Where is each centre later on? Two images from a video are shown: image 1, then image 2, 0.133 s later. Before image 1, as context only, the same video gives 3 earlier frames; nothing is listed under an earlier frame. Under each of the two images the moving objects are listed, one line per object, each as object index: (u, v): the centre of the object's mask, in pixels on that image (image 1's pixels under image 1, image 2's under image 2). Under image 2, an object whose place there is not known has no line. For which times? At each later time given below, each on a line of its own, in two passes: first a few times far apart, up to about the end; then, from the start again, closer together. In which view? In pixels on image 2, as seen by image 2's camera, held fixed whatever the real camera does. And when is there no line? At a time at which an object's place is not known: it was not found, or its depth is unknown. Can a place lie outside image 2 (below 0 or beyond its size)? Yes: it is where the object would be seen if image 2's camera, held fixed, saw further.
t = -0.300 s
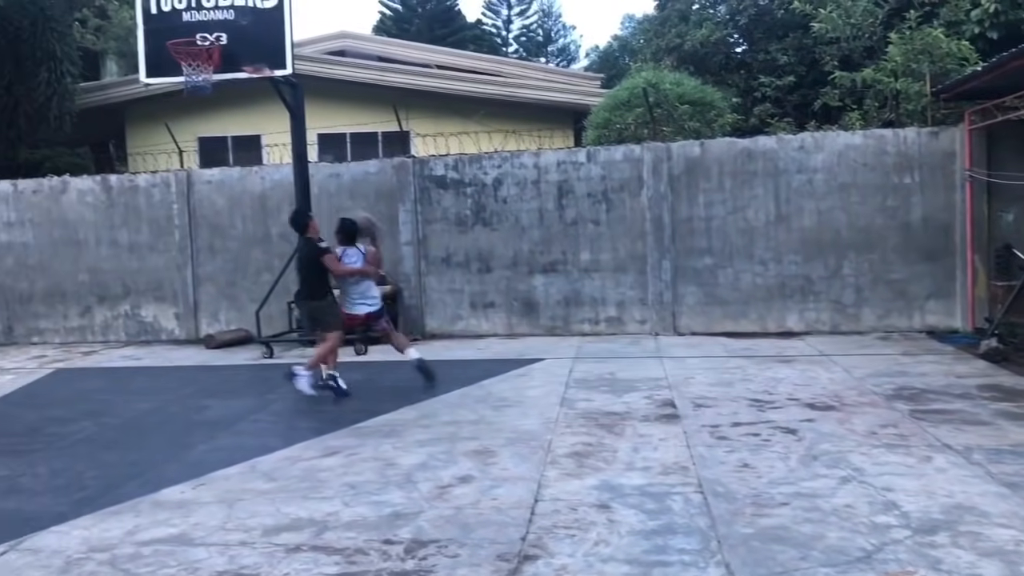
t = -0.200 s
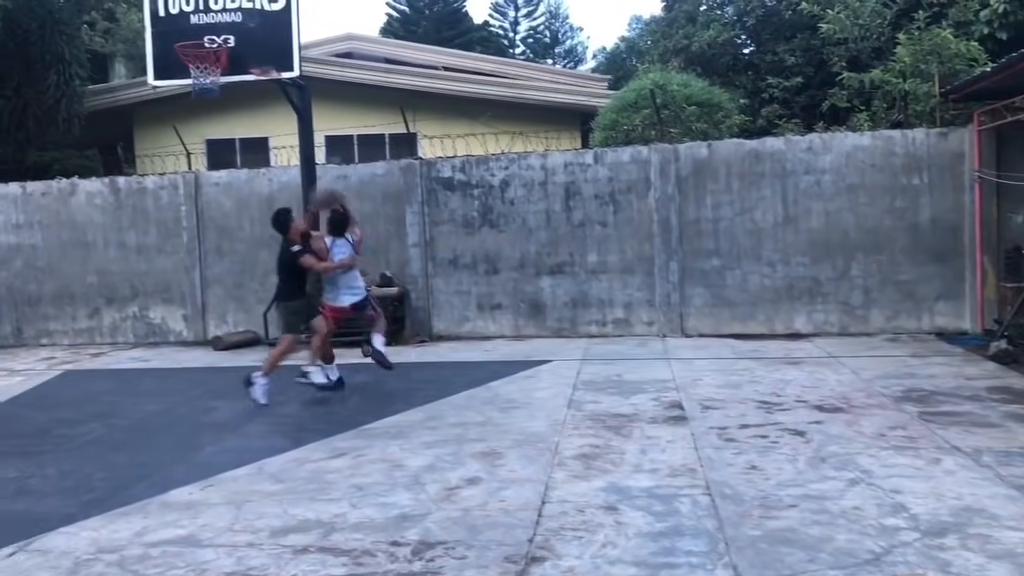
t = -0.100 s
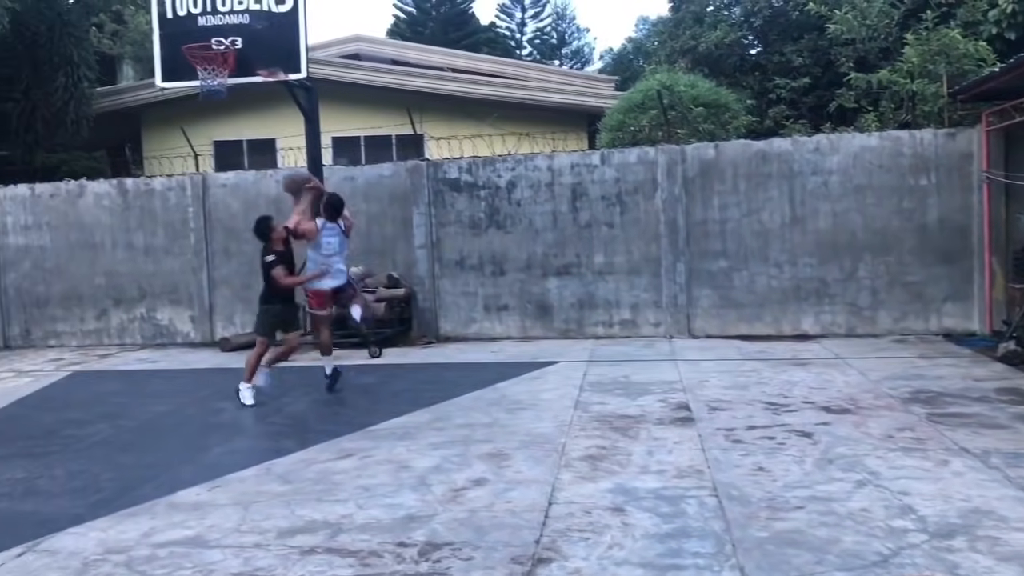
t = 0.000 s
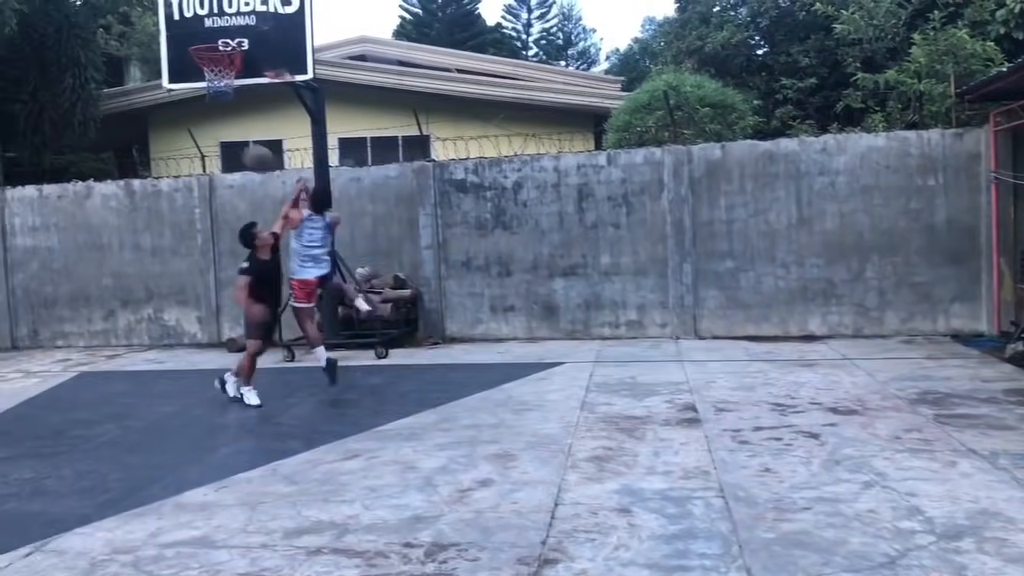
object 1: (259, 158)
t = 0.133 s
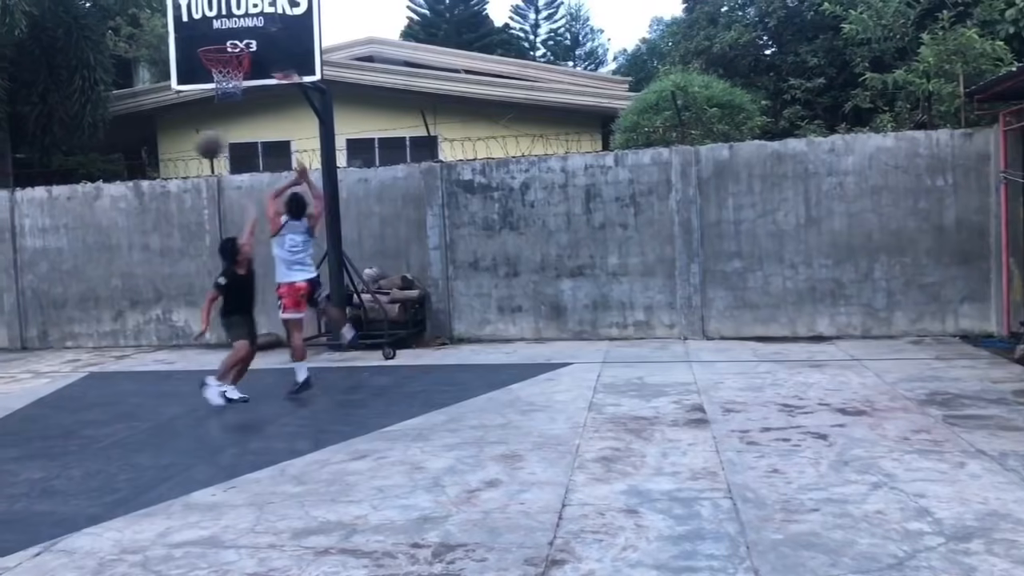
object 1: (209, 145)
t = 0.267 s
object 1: (148, 150)
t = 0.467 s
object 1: (62, 196)
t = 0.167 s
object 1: (193, 143)
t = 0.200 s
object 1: (179, 144)
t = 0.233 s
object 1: (163, 146)
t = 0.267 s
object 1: (148, 150)
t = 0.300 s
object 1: (134, 153)
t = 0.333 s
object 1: (120, 161)
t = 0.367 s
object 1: (106, 167)
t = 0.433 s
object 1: (76, 185)
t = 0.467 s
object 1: (62, 196)
